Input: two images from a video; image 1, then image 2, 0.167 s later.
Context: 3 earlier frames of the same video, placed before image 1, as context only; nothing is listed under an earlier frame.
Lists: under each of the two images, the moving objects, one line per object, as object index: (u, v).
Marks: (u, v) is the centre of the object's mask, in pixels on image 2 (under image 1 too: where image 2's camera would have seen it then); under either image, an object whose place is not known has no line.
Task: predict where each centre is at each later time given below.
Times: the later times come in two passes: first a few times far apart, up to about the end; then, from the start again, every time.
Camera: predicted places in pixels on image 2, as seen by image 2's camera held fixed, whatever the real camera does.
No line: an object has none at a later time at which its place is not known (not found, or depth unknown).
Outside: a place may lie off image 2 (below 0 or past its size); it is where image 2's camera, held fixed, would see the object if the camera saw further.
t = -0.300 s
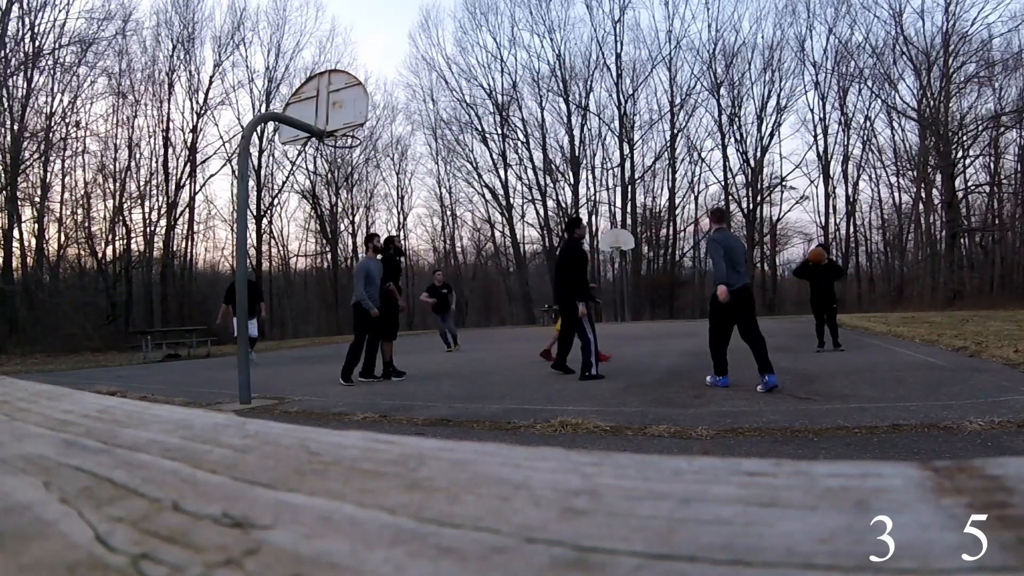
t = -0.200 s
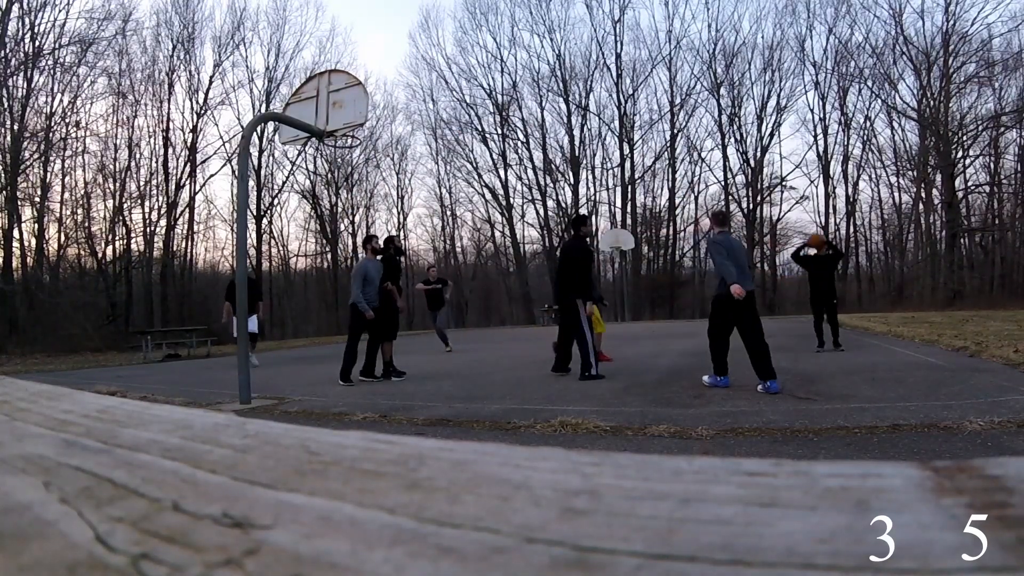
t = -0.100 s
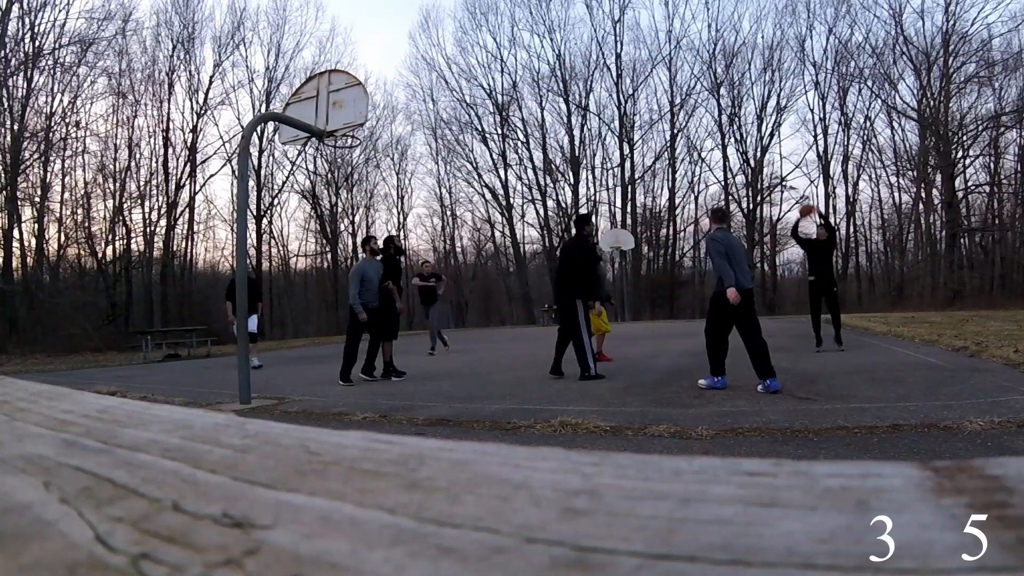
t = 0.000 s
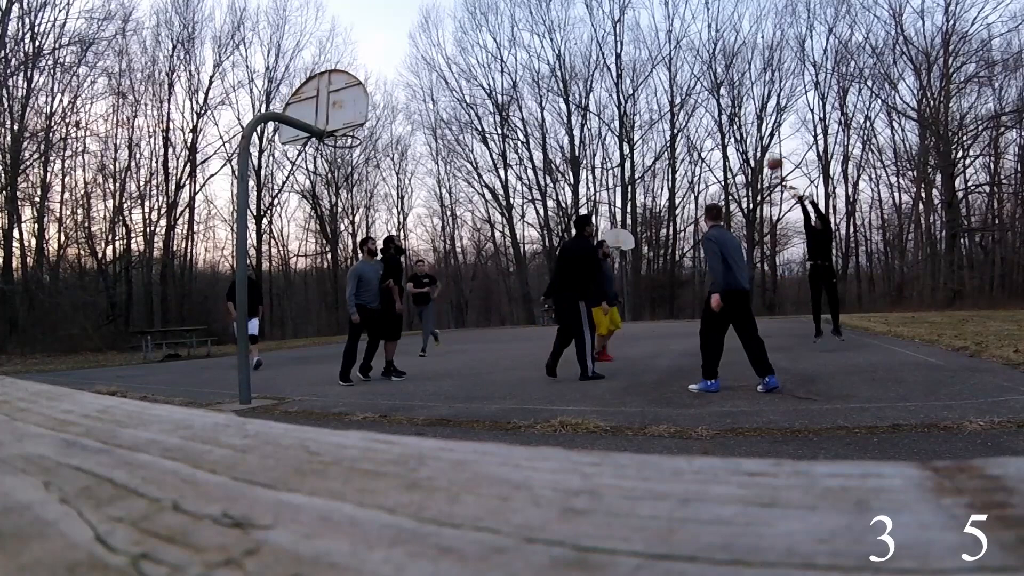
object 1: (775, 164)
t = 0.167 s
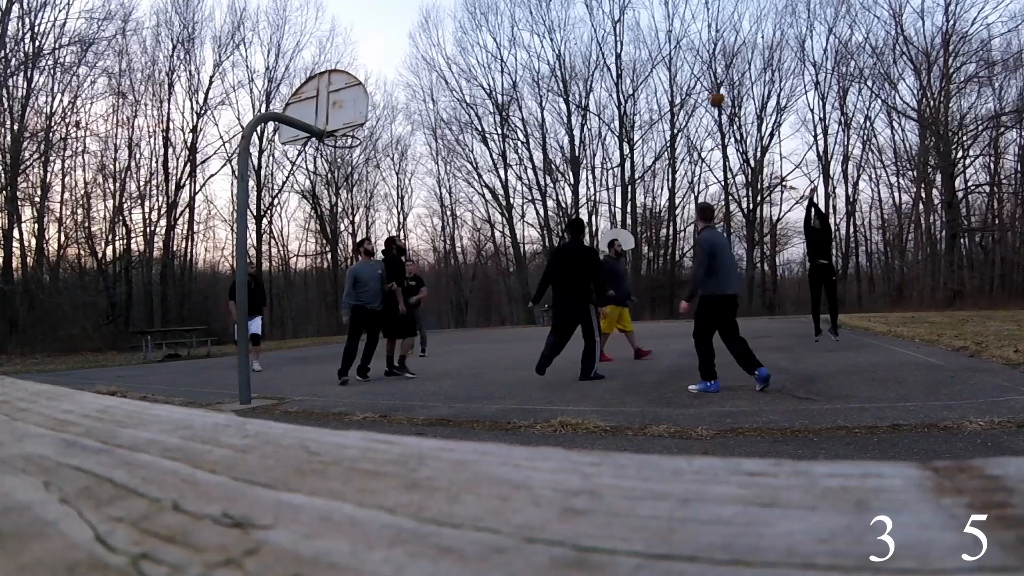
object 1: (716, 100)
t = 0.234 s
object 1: (693, 80)
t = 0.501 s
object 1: (597, 29)
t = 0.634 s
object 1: (550, 22)
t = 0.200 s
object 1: (706, 90)
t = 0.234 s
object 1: (693, 80)
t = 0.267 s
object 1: (681, 71)
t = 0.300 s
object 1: (669, 63)
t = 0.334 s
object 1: (657, 55)
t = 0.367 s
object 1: (645, 49)
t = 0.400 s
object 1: (633, 43)
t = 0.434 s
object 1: (621, 37)
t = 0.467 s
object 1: (609, 33)
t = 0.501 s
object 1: (597, 29)
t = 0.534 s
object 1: (585, 26)
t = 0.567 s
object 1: (573, 24)
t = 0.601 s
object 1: (561, 23)
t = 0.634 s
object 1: (550, 22)
